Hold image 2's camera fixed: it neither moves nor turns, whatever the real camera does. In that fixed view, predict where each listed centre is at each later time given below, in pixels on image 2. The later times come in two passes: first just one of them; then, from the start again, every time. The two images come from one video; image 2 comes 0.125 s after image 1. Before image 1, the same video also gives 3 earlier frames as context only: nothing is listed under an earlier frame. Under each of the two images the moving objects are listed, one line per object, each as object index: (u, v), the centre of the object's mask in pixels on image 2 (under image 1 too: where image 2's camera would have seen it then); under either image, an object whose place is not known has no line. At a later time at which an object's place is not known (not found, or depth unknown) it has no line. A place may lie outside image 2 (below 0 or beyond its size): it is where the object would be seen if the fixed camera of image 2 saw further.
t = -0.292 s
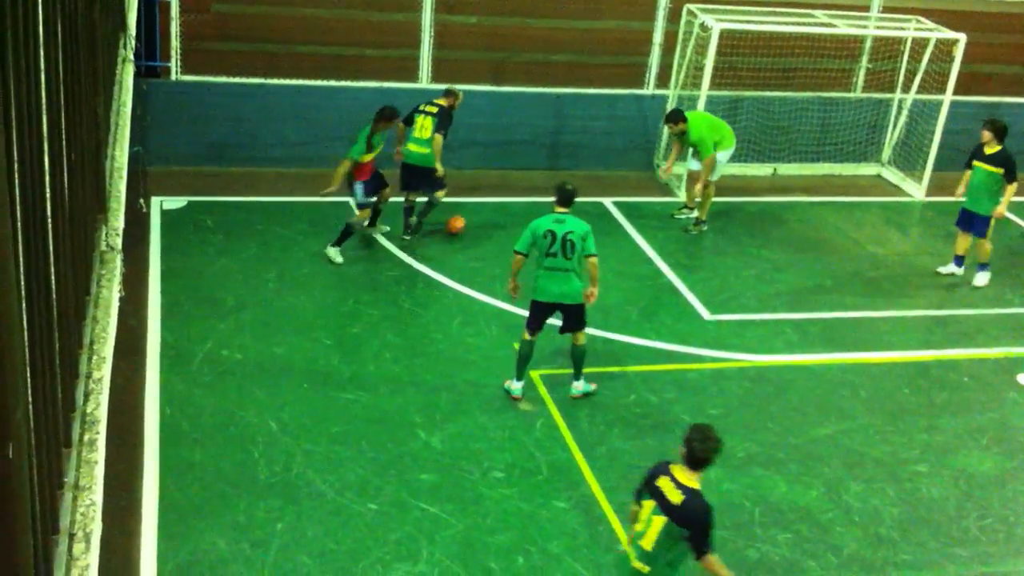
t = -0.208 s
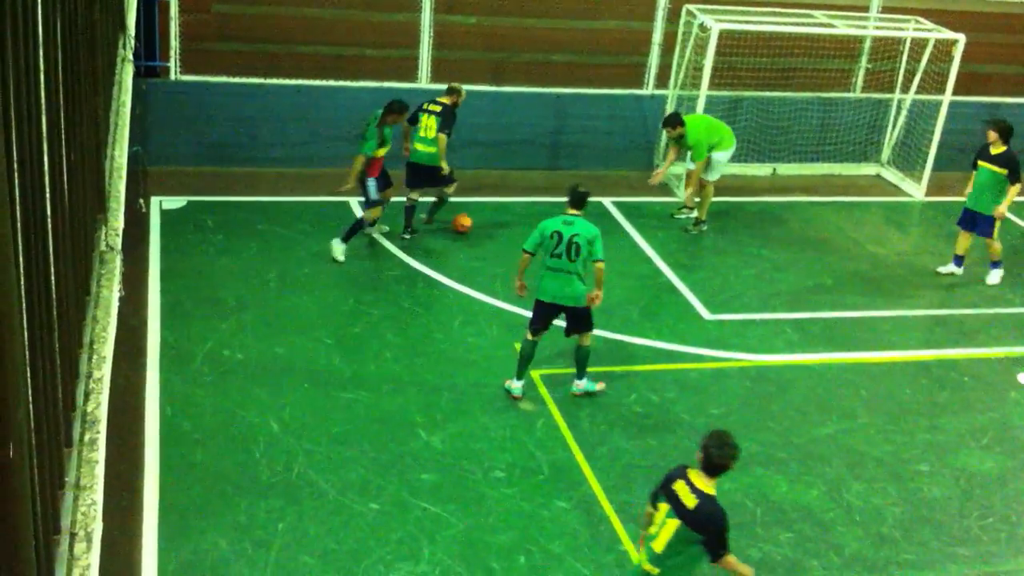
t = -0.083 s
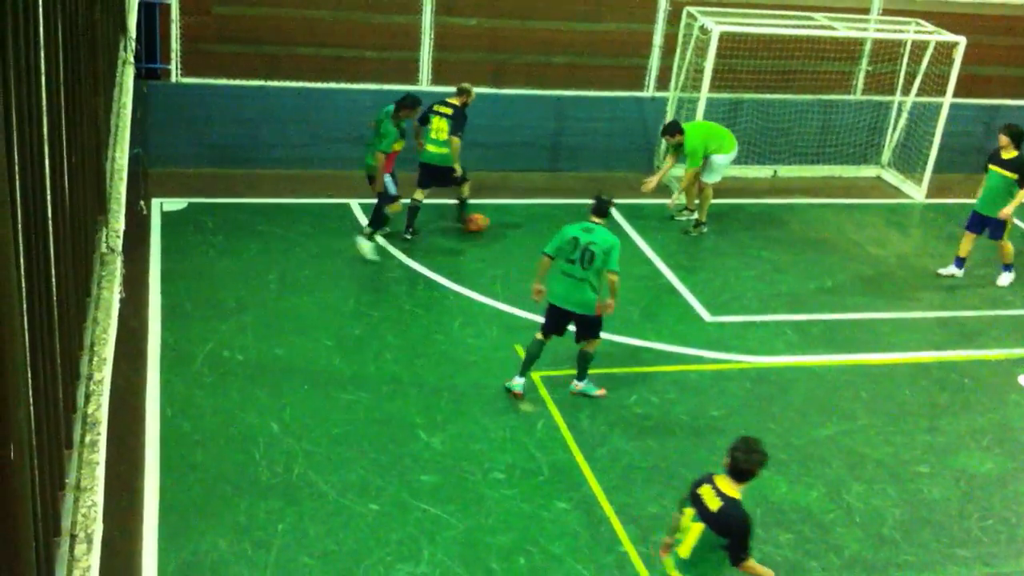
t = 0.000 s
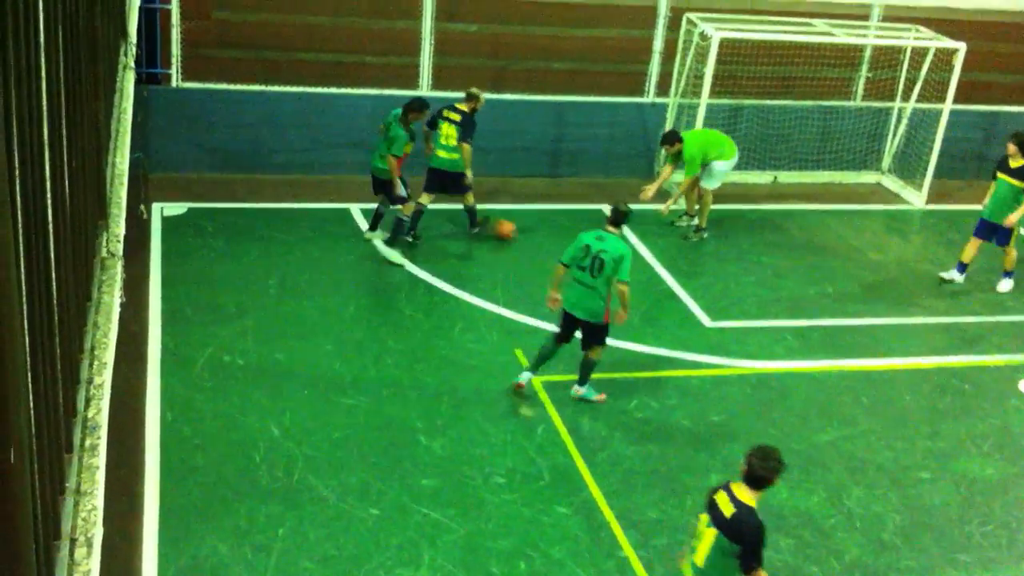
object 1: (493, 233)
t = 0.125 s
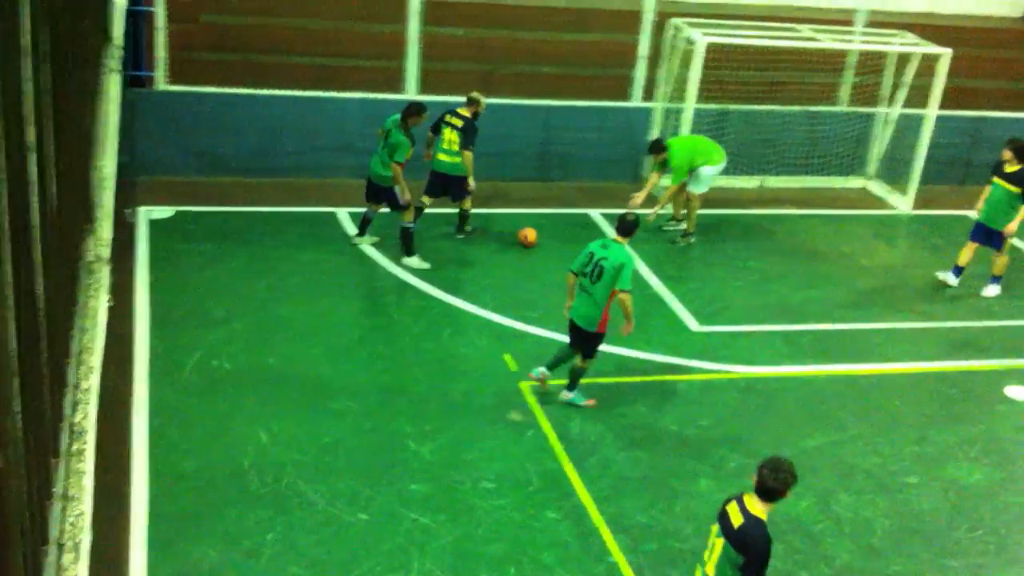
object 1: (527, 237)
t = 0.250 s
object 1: (557, 239)
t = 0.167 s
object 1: (538, 237)
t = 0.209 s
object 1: (548, 238)
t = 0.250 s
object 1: (557, 239)
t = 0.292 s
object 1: (566, 239)
